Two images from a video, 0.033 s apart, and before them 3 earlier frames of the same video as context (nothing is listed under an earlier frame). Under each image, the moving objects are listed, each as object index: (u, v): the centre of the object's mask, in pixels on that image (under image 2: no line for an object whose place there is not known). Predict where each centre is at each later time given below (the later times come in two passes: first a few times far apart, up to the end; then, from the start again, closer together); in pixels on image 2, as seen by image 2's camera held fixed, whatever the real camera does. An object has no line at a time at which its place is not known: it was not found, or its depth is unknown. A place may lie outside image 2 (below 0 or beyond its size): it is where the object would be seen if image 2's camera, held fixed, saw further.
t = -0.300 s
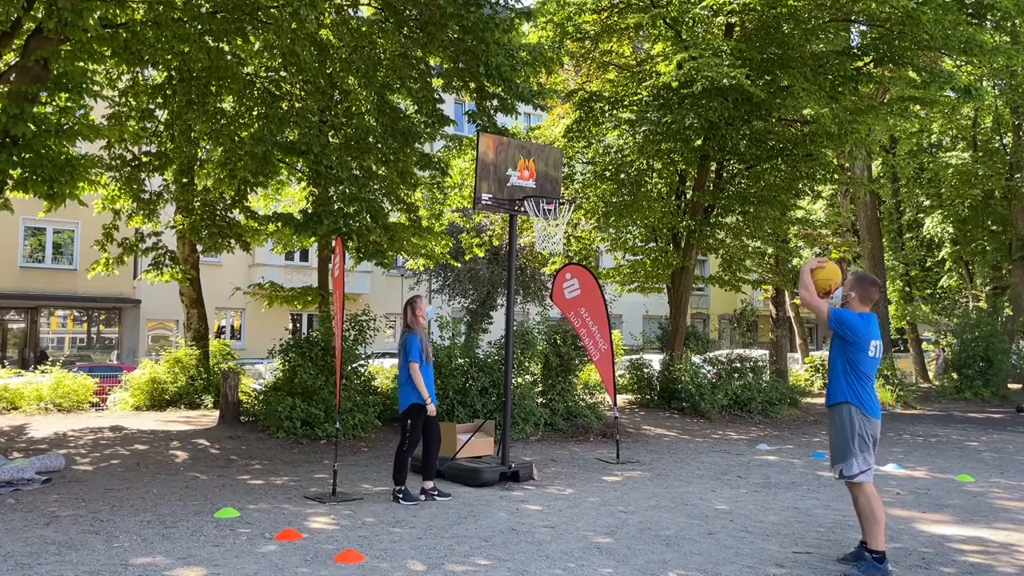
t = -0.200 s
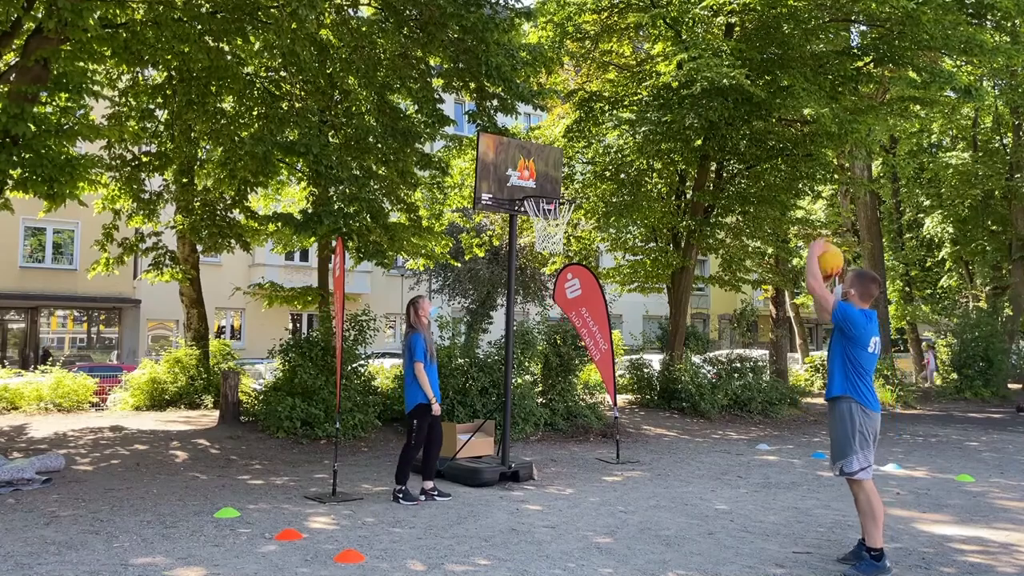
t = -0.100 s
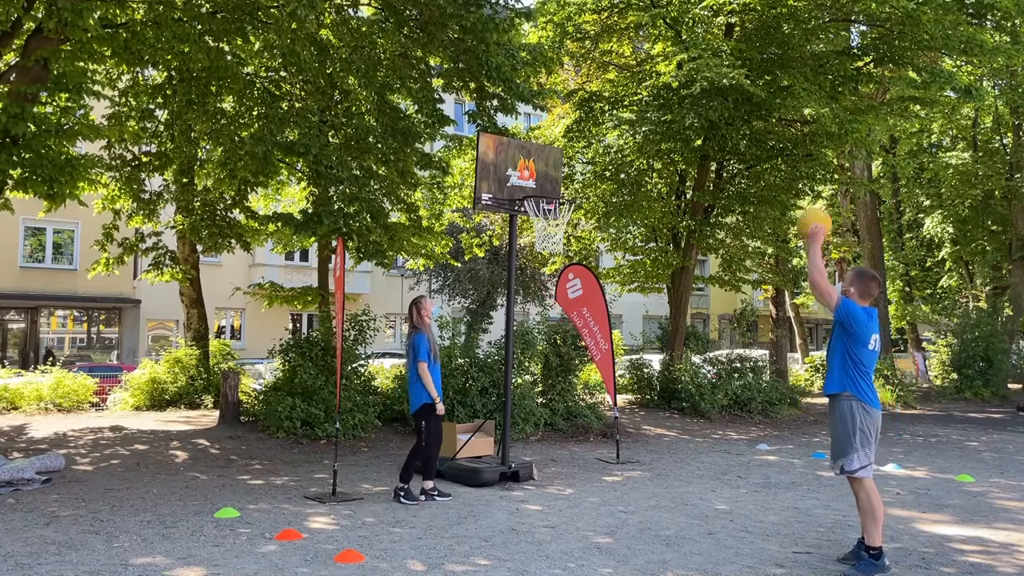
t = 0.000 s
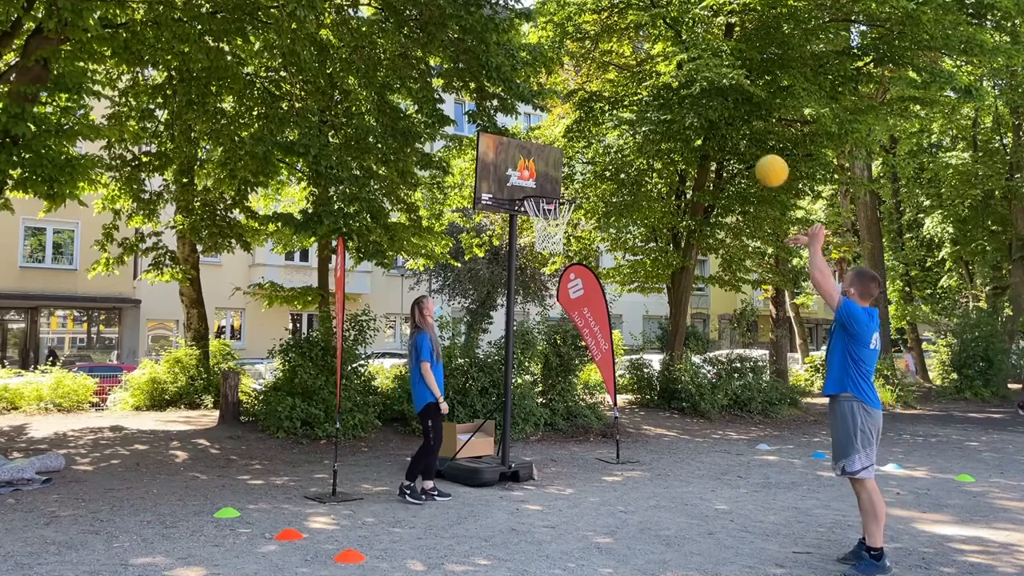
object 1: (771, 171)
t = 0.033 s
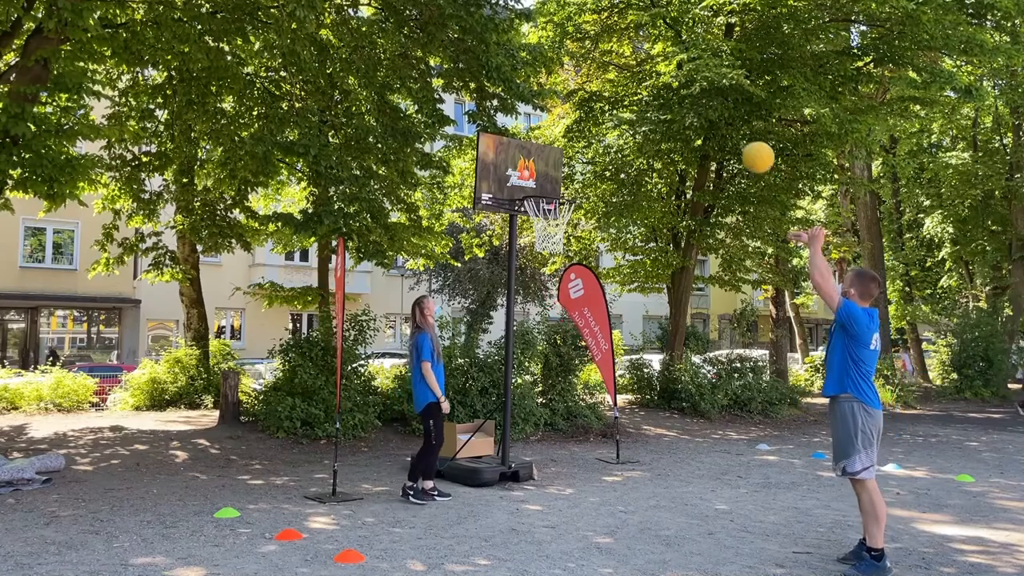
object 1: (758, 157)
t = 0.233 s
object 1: (684, 115)
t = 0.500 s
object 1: (605, 140)
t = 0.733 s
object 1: (575, 179)
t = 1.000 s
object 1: (619, 177)
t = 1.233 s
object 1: (662, 257)
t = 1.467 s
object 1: (714, 439)
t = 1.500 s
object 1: (723, 476)
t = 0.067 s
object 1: (745, 146)
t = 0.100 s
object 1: (732, 136)
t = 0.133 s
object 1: (719, 129)
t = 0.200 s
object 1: (695, 118)
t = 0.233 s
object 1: (684, 115)
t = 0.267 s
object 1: (673, 113)
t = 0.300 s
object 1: (662, 113)
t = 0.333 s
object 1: (652, 114)
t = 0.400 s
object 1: (633, 121)
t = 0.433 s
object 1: (623, 126)
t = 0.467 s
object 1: (614, 132)
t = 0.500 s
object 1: (605, 140)
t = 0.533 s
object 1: (596, 149)
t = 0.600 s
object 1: (579, 169)
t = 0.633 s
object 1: (571, 182)
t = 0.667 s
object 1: (565, 191)
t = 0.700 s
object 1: (570, 185)
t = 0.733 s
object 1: (575, 179)
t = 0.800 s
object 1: (585, 171)
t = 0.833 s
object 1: (590, 168)
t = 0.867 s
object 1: (596, 167)
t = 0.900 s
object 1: (601, 168)
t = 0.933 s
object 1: (607, 169)
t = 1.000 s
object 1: (619, 177)
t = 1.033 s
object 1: (625, 184)
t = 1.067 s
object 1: (630, 191)
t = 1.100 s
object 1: (637, 201)
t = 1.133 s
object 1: (642, 212)
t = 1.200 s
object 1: (655, 240)
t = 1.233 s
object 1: (662, 257)
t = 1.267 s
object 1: (669, 276)
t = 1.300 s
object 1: (675, 298)
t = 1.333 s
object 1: (682, 321)
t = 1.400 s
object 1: (698, 375)
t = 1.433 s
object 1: (706, 406)
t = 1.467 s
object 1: (714, 439)
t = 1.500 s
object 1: (723, 476)
